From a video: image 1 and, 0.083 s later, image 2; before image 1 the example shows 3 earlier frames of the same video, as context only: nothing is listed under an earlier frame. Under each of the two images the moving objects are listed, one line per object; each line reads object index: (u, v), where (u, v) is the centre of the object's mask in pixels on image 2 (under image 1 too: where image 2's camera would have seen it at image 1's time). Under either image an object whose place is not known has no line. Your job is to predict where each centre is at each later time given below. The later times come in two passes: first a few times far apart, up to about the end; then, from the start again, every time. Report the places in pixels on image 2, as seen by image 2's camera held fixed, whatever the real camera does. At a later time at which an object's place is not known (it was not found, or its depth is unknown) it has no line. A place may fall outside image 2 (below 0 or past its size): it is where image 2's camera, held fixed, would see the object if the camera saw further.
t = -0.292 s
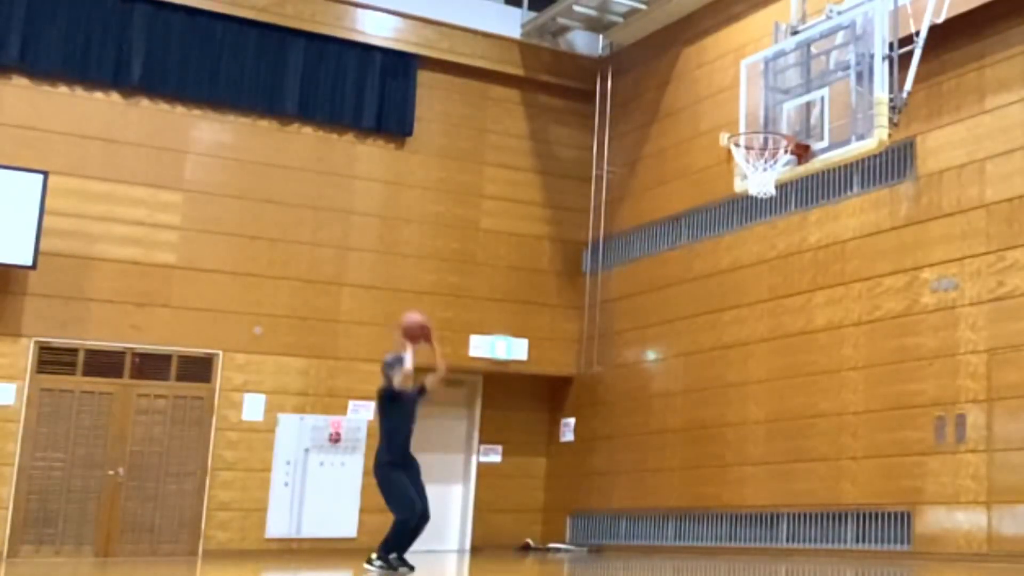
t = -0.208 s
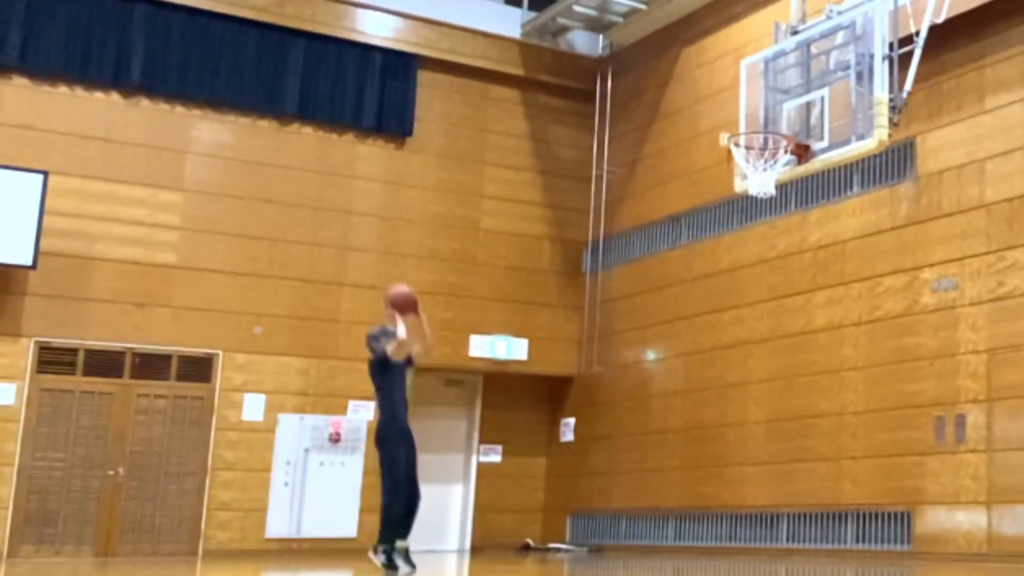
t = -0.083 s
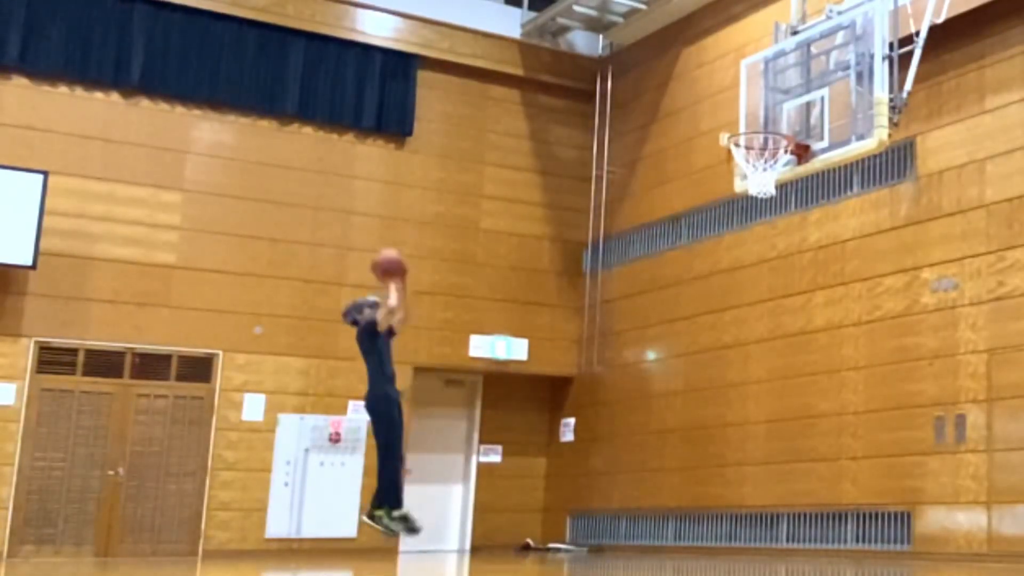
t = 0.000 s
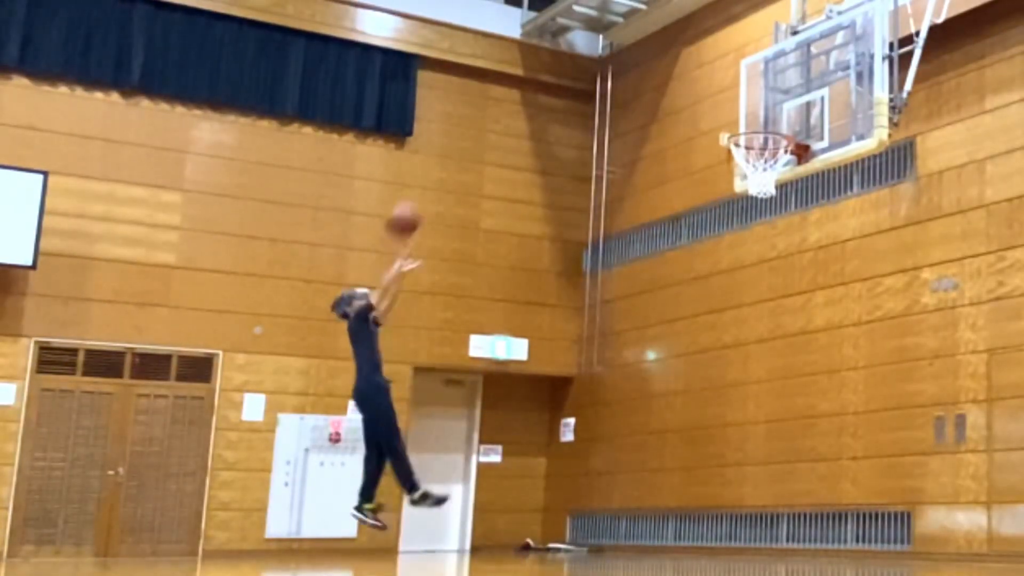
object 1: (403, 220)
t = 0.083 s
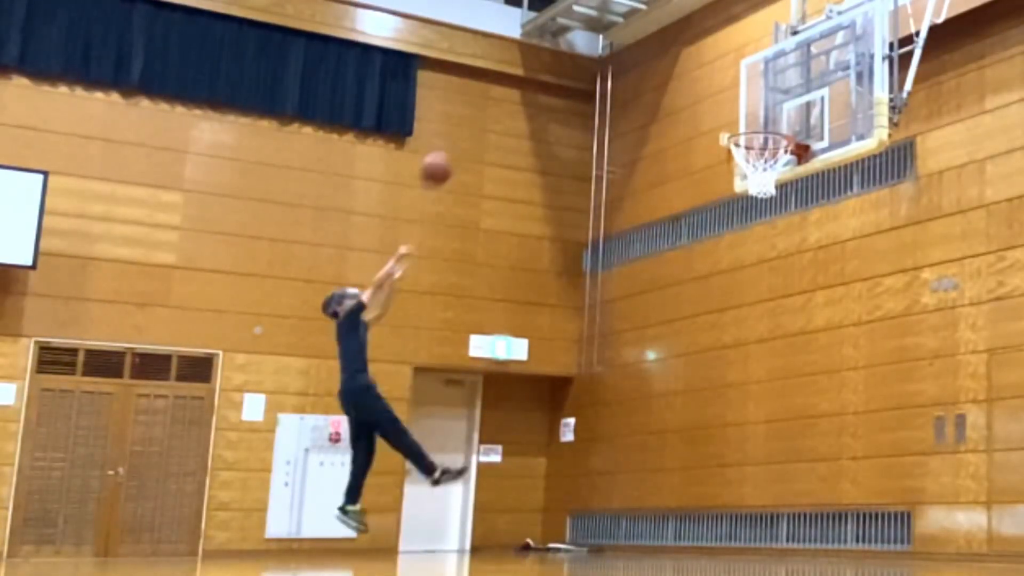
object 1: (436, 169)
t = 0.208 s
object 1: (483, 107)
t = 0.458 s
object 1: (575, 41)
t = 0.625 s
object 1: (630, 38)
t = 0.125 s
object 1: (452, 146)
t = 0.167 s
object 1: (468, 125)
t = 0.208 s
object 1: (483, 107)
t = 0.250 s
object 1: (499, 91)
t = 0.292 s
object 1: (514, 77)
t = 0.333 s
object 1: (529, 65)
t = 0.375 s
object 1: (544, 53)
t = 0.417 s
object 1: (559, 45)
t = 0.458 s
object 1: (575, 41)
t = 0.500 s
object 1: (588, 38)
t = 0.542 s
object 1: (604, 37)
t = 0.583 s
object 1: (618, 36)
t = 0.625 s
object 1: (630, 38)
